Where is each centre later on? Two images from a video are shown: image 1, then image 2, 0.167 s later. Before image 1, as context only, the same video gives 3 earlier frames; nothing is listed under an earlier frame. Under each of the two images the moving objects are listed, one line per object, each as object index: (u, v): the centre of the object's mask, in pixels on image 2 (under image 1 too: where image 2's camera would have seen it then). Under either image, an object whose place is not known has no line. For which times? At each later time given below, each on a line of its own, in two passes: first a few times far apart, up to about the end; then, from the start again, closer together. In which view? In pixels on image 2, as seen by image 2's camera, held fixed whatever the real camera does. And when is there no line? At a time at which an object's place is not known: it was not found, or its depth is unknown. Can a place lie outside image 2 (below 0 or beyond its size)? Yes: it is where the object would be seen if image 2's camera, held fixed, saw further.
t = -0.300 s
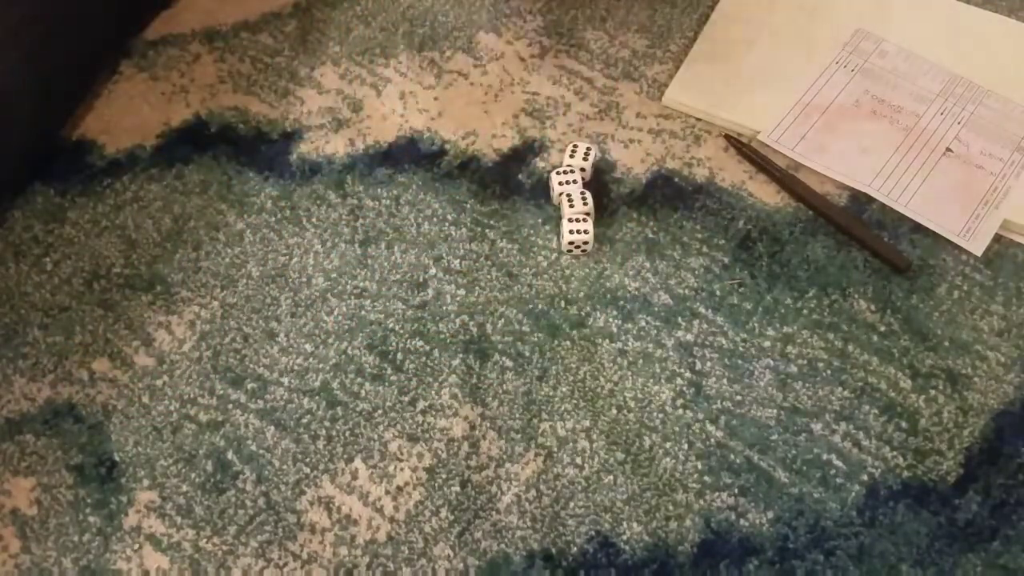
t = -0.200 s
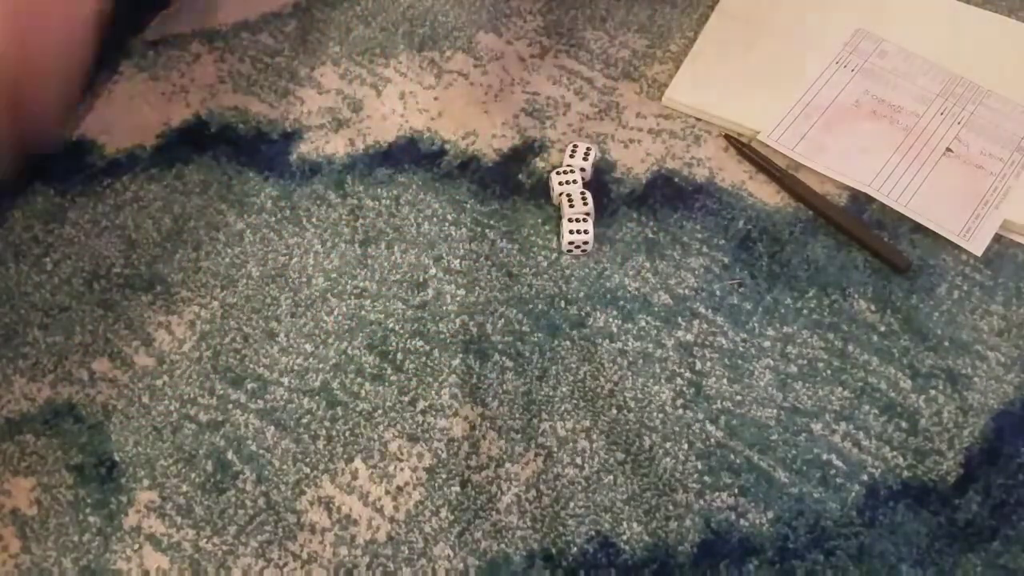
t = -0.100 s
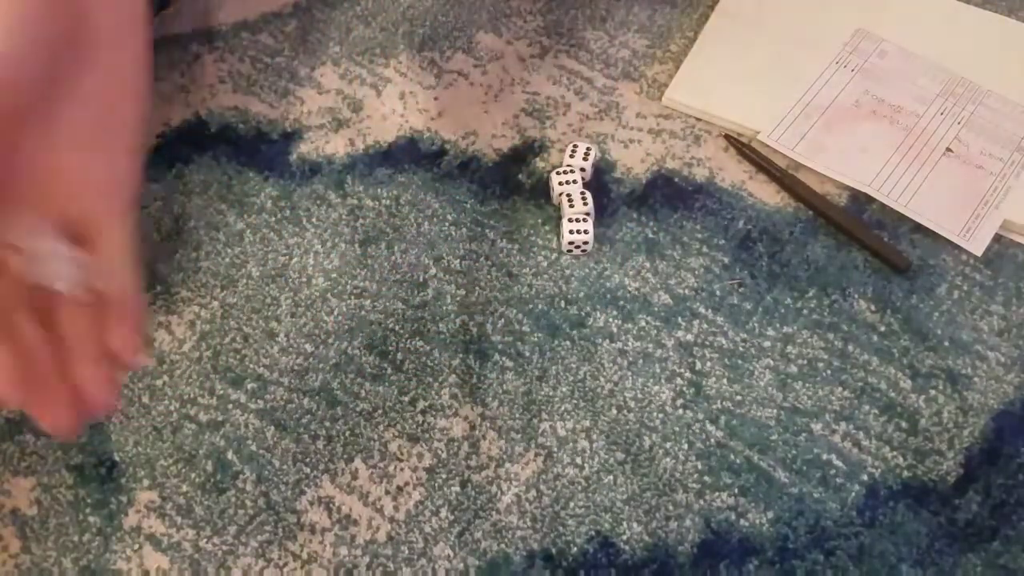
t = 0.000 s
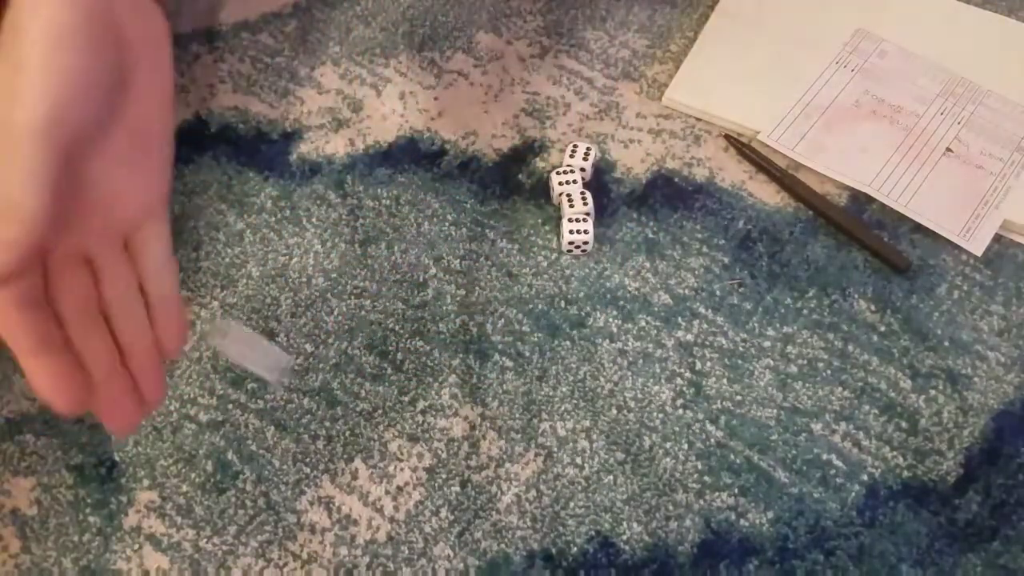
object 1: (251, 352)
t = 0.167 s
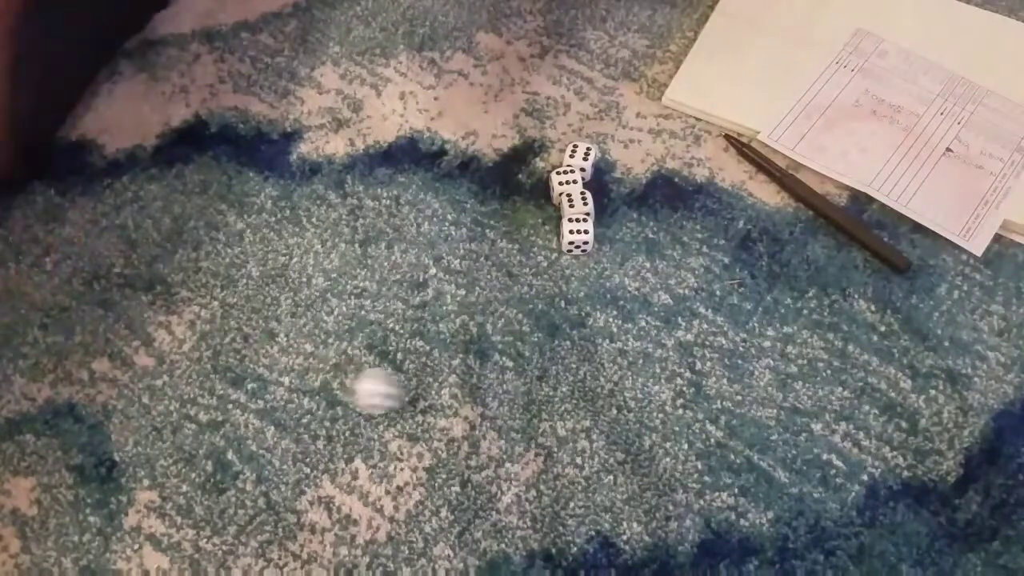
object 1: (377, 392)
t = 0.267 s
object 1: (432, 392)
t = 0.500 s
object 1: (479, 372)
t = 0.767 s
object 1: (476, 371)
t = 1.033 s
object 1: (476, 371)
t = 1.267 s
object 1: (476, 371)
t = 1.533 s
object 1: (475, 371)
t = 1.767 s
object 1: (475, 371)
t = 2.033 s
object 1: (475, 371)
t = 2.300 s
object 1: (476, 371)
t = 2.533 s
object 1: (475, 371)
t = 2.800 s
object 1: (475, 371)
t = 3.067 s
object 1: (476, 371)
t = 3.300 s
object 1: (476, 371)
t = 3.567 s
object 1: (476, 371)
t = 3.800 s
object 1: (476, 371)
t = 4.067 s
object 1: (476, 371)
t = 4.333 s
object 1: (476, 371)
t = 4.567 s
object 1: (476, 371)
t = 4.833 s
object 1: (476, 371)
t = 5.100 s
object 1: (475, 371)
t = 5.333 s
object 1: (475, 371)
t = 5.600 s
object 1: (475, 371)
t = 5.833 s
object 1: (476, 371)
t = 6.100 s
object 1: (475, 371)
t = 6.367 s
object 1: (476, 371)
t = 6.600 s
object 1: (475, 371)
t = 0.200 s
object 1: (395, 391)
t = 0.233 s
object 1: (420, 393)
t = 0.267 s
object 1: (432, 392)
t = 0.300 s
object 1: (448, 387)
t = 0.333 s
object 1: (459, 381)
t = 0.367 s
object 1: (467, 377)
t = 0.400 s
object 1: (478, 372)
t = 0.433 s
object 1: (484, 371)
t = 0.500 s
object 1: (479, 372)
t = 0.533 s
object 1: (475, 371)
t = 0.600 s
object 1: (475, 371)
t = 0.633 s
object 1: (476, 371)
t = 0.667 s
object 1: (476, 371)
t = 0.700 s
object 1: (476, 371)
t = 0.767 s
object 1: (476, 371)
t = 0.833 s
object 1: (476, 371)
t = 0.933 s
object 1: (476, 371)
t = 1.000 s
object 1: (476, 371)
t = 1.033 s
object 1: (476, 371)
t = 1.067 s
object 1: (476, 371)
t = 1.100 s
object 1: (476, 371)
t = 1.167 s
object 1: (476, 371)
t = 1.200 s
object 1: (476, 371)
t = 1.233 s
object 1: (476, 371)
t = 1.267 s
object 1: (476, 371)
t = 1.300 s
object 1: (476, 371)
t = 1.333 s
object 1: (475, 371)
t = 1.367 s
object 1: (475, 371)
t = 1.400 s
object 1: (475, 371)
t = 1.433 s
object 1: (475, 371)
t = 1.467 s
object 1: (476, 371)
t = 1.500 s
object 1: (476, 371)
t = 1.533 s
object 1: (475, 371)
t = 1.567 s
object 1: (475, 371)
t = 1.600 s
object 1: (476, 371)
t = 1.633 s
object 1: (476, 371)
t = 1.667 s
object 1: (476, 371)
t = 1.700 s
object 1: (476, 371)
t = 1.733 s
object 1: (475, 371)
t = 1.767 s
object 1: (475, 371)
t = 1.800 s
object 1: (475, 371)
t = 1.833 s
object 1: (476, 371)
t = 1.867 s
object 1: (475, 371)
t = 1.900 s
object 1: (476, 371)
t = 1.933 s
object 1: (475, 371)
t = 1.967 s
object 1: (476, 371)
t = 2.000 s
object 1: (475, 371)
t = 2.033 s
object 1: (475, 371)
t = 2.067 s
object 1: (475, 371)
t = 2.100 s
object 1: (476, 371)
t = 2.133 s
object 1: (475, 371)
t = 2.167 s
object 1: (476, 371)
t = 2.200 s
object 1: (475, 371)
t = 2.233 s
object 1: (476, 371)
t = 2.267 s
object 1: (475, 371)
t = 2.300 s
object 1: (476, 371)
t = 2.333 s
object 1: (475, 371)
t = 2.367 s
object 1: (476, 371)
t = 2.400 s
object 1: (476, 371)
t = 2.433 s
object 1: (476, 371)
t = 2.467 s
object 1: (475, 371)
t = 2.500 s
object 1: (475, 371)
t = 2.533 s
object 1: (475, 371)
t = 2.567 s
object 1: (476, 371)
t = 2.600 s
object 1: (475, 371)
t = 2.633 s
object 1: (476, 371)
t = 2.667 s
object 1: (475, 371)
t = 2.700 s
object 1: (476, 371)
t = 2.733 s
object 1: (475, 371)
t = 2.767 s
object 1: (475, 371)
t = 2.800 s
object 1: (475, 371)
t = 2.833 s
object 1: (476, 371)
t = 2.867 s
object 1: (475, 371)
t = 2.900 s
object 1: (476, 371)
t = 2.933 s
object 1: (475, 371)
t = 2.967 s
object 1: (476, 371)
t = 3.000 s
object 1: (475, 371)
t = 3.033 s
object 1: (475, 371)
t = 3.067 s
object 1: (476, 371)
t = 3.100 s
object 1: (476, 371)
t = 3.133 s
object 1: (475, 371)
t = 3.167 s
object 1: (475, 371)
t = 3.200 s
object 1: (475, 371)
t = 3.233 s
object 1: (476, 371)
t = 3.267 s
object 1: (476, 371)
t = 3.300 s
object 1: (476, 371)
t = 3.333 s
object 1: (475, 371)
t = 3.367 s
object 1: (476, 371)
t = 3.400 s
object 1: (475, 371)
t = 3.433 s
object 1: (476, 371)
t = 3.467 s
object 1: (475, 371)
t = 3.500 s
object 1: (476, 371)
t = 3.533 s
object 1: (476, 371)
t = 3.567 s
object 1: (476, 371)
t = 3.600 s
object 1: (476, 371)
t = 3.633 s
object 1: (475, 371)
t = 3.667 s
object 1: (476, 371)
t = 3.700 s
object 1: (476, 371)
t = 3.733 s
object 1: (475, 371)
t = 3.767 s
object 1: (476, 371)
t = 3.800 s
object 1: (476, 371)
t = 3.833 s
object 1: (476, 371)
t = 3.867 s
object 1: (475, 371)
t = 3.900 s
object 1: (476, 371)
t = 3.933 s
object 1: (476, 371)
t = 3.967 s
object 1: (476, 371)
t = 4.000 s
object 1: (476, 371)
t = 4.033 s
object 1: (476, 371)
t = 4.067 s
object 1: (476, 371)
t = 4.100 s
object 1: (476, 371)
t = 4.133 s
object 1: (476, 371)
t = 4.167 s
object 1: (476, 371)
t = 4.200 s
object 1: (476, 371)
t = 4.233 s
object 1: (476, 371)
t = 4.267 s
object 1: (476, 371)
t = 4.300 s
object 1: (476, 371)
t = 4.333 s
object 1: (476, 371)
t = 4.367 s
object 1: (476, 371)
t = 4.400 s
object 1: (476, 371)
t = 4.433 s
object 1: (476, 371)
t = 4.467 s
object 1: (476, 371)
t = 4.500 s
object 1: (476, 371)
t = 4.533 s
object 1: (476, 371)
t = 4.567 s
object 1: (476, 371)
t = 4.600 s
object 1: (476, 371)
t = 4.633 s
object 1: (476, 371)
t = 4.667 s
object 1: (475, 371)
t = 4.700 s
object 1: (476, 371)
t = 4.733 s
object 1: (475, 371)
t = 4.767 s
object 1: (476, 371)
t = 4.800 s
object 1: (476, 371)
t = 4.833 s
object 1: (476, 371)
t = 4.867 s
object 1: (476, 371)
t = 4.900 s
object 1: (476, 371)
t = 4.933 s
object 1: (475, 371)
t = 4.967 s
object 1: (475, 371)
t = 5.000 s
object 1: (476, 371)
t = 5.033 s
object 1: (476, 371)
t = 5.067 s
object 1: (475, 371)
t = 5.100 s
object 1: (475, 371)
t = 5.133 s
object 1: (475, 371)
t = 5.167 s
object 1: (476, 371)
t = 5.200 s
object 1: (475, 371)
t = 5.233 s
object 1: (476, 371)
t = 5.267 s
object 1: (475, 371)
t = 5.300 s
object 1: (475, 371)
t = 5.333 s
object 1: (475, 371)
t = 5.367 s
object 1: (475, 371)
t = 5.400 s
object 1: (476, 371)
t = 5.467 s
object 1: (475, 371)
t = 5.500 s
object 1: (475, 371)
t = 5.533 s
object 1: (475, 371)
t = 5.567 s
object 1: (475, 371)
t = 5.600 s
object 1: (475, 371)
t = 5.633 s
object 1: (476, 371)
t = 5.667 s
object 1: (476, 371)
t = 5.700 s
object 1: (475, 371)
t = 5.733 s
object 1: (476, 371)
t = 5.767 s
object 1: (476, 371)
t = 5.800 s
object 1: (475, 371)
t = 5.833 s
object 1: (476, 371)
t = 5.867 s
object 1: (476, 371)
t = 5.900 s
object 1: (476, 371)
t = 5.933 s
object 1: (475, 371)
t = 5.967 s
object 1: (475, 371)
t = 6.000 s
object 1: (475, 371)
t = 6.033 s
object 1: (475, 371)
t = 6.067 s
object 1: (476, 371)
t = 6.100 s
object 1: (475, 371)
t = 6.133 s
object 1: (475, 371)
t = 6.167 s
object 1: (475, 371)
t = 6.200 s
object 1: (475, 371)
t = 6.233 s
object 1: (475, 371)
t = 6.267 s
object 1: (475, 371)
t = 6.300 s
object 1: (475, 371)
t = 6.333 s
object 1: (476, 371)
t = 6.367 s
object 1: (476, 371)
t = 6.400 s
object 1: (476, 371)
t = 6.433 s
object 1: (475, 371)
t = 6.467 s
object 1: (475, 371)
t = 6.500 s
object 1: (476, 371)
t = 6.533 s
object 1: (475, 371)
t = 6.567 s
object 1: (475, 371)
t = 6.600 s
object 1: (475, 371)
